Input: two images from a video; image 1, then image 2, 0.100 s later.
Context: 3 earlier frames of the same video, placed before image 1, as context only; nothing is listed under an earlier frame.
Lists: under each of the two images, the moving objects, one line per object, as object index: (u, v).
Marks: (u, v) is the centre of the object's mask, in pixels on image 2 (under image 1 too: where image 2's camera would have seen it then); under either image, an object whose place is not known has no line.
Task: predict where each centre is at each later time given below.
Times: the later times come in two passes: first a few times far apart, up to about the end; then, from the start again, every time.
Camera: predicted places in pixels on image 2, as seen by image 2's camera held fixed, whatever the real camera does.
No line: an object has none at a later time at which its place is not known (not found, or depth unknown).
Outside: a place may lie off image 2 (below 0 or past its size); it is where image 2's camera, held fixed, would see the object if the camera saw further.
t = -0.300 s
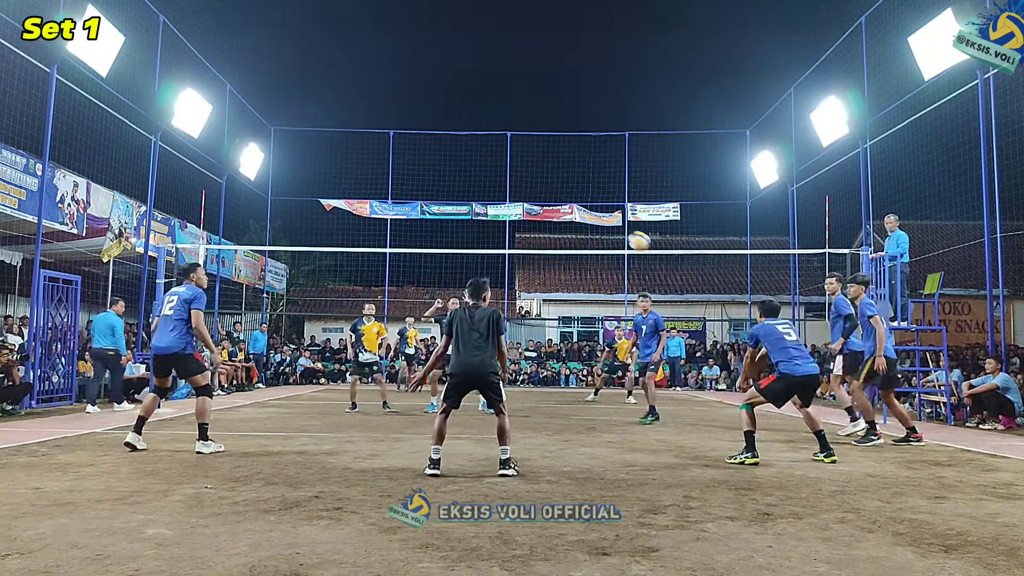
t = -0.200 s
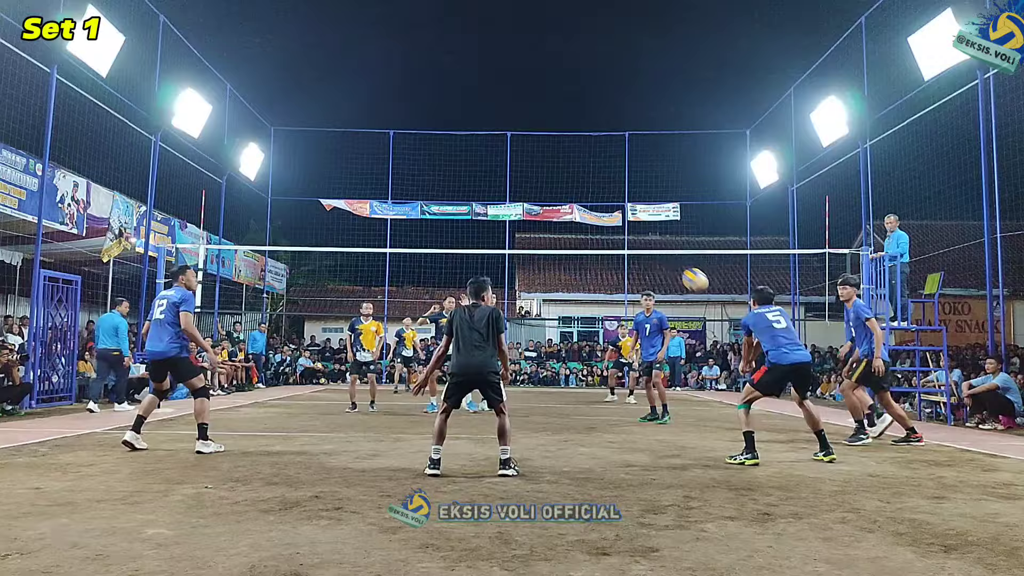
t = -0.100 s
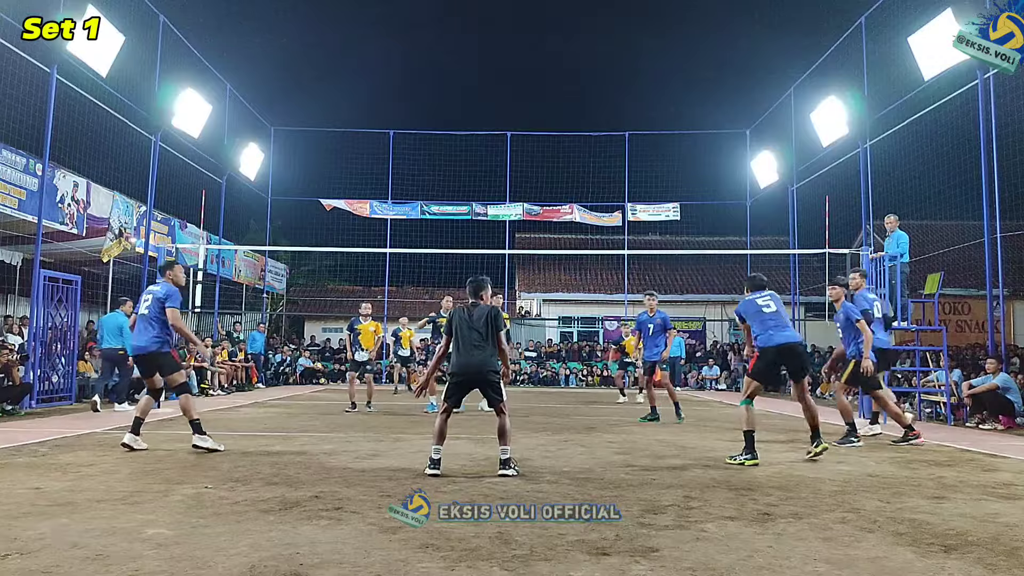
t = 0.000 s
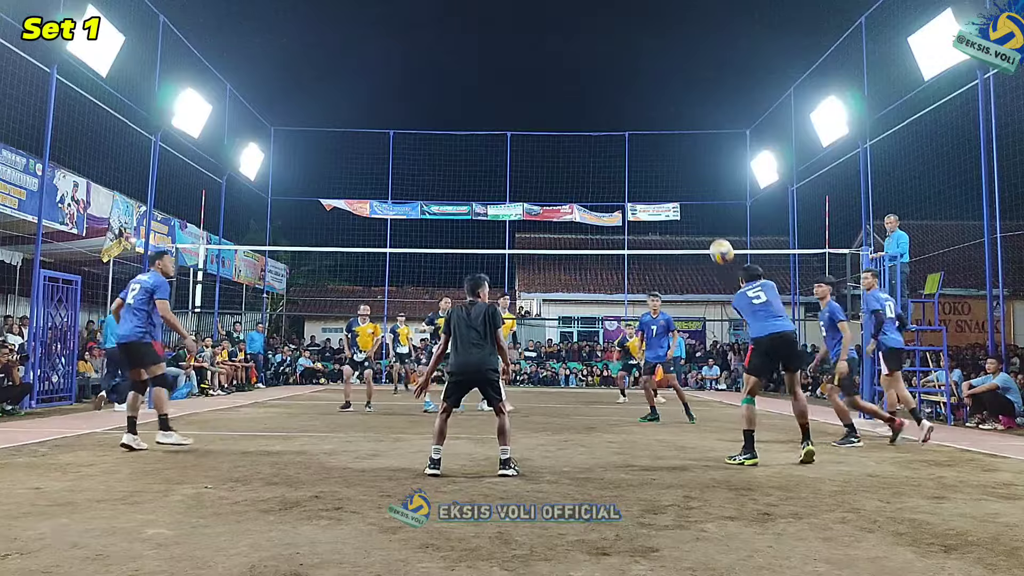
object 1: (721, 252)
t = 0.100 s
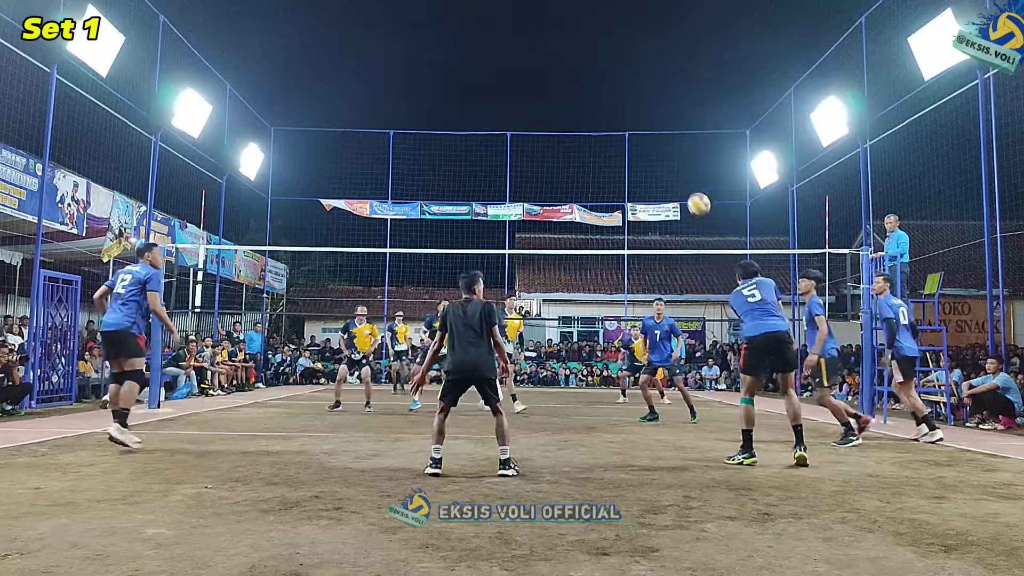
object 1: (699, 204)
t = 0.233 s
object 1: (672, 161)
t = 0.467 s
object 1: (635, 131)
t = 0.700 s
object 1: (603, 145)
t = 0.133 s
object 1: (692, 191)
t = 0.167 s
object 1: (685, 180)
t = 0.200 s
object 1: (678, 170)
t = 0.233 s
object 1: (672, 161)
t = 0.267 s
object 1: (666, 153)
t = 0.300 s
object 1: (661, 147)
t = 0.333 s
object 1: (655, 142)
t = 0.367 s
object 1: (650, 137)
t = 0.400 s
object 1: (645, 134)
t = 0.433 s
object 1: (640, 132)
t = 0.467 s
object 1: (635, 131)
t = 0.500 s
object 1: (630, 130)
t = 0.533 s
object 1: (625, 131)
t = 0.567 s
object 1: (621, 132)
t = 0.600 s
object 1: (616, 134)
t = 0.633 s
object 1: (612, 137)
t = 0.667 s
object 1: (608, 140)
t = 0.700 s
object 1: (603, 145)
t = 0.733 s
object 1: (599, 150)
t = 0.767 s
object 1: (595, 156)
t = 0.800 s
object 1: (591, 162)
